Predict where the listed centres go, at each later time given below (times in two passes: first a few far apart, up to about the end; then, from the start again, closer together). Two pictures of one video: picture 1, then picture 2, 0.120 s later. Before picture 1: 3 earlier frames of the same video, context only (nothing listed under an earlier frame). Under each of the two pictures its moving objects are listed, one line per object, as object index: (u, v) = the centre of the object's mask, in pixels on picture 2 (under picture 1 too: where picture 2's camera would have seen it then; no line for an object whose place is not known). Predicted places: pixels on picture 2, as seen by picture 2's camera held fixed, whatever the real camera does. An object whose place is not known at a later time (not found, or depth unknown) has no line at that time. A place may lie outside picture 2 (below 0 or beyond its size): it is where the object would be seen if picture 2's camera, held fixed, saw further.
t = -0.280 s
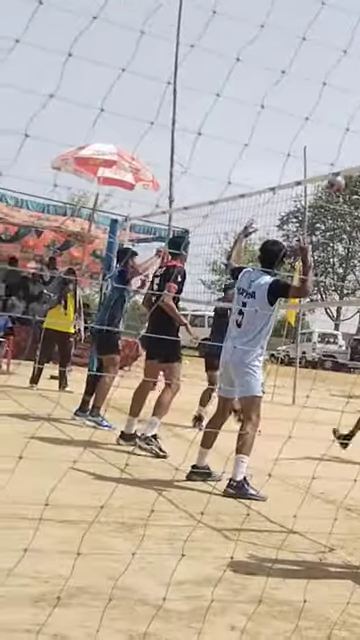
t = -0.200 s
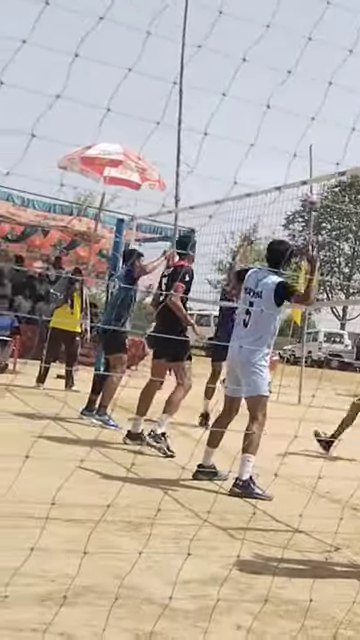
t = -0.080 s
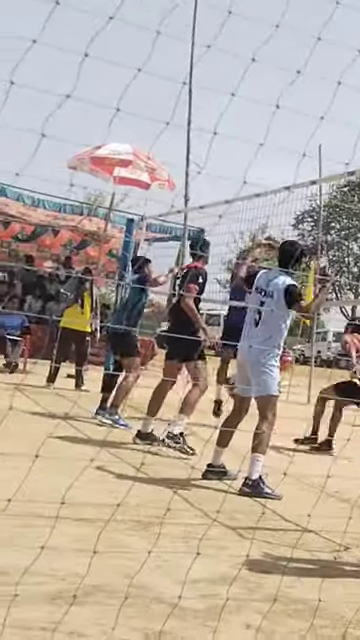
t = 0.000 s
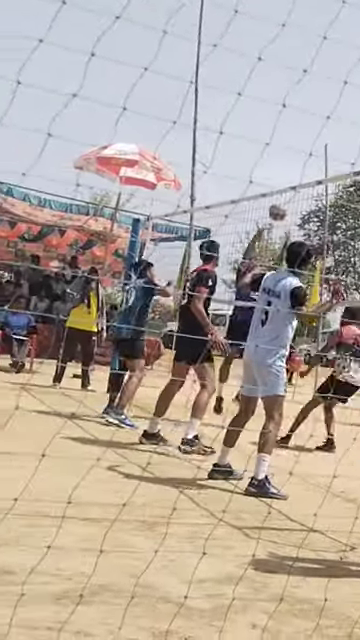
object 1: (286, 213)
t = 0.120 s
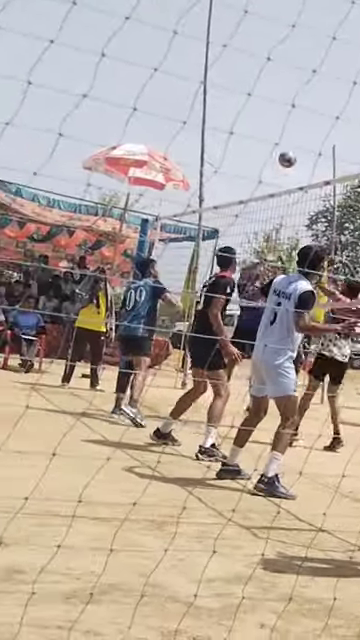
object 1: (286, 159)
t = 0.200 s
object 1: (284, 132)
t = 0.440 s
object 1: (279, 80)
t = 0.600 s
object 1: (277, 72)
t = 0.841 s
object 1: (263, 99)
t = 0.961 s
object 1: (254, 127)
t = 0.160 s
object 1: (285, 145)
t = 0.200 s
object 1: (284, 132)
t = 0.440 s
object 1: (279, 80)
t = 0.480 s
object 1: (278, 76)
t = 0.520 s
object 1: (278, 73)
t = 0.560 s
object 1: (277, 72)
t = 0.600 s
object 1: (277, 72)
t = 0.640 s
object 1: (275, 73)
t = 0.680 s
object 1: (274, 76)
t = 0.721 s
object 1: (272, 79)
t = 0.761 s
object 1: (270, 85)
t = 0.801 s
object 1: (268, 91)
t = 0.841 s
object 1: (263, 99)
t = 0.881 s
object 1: (259, 107)
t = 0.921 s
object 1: (257, 116)
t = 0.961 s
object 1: (254, 127)
